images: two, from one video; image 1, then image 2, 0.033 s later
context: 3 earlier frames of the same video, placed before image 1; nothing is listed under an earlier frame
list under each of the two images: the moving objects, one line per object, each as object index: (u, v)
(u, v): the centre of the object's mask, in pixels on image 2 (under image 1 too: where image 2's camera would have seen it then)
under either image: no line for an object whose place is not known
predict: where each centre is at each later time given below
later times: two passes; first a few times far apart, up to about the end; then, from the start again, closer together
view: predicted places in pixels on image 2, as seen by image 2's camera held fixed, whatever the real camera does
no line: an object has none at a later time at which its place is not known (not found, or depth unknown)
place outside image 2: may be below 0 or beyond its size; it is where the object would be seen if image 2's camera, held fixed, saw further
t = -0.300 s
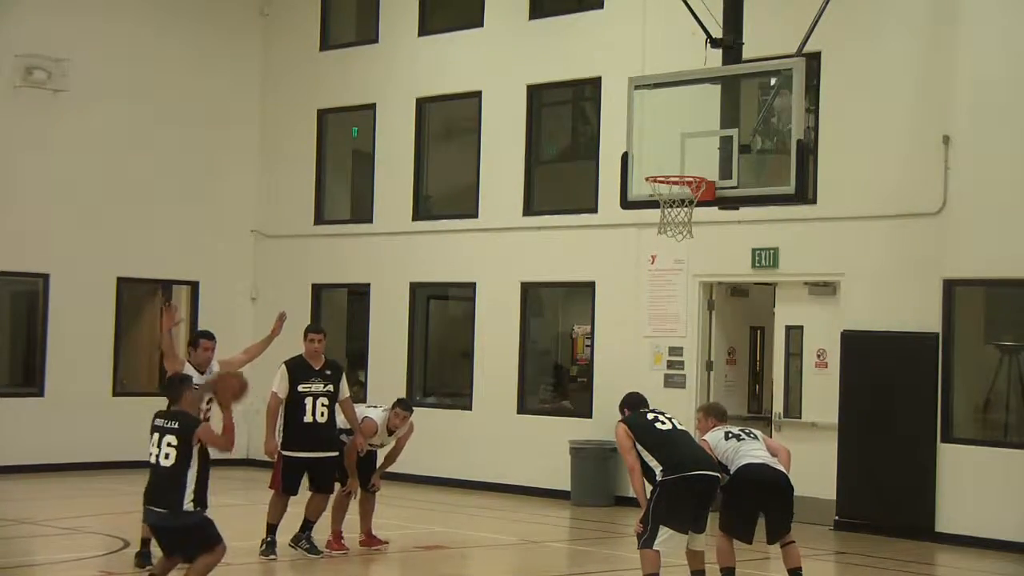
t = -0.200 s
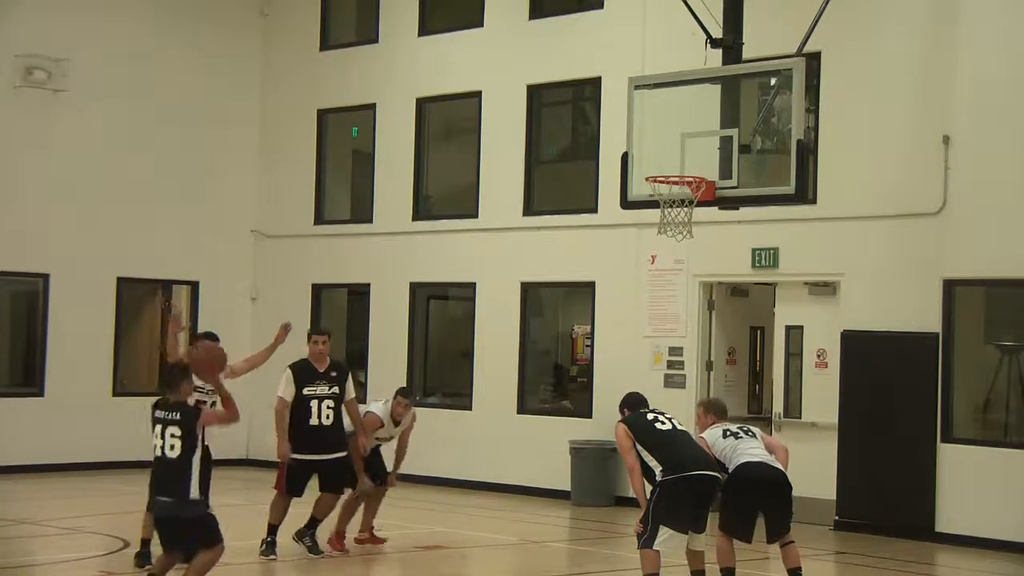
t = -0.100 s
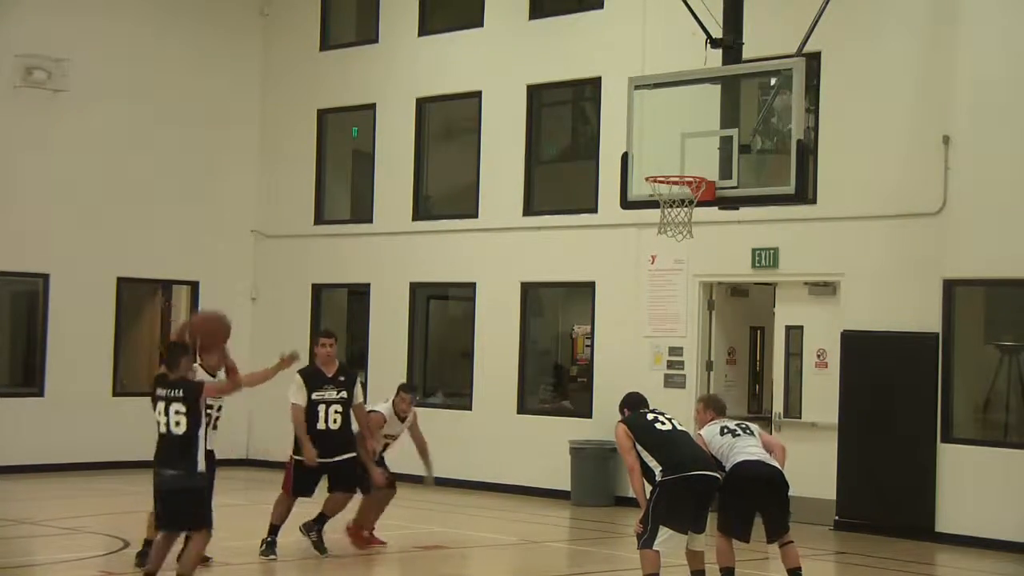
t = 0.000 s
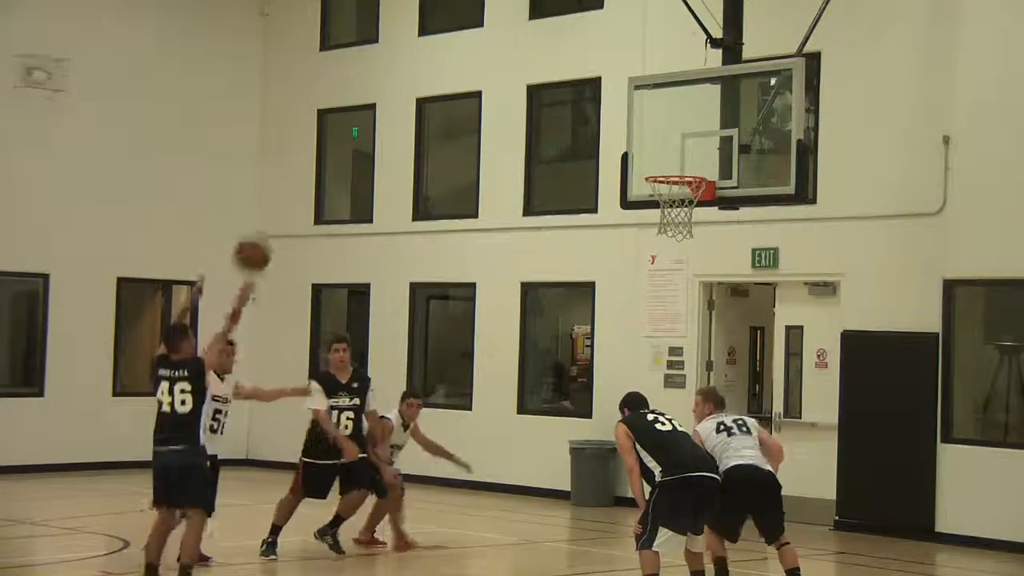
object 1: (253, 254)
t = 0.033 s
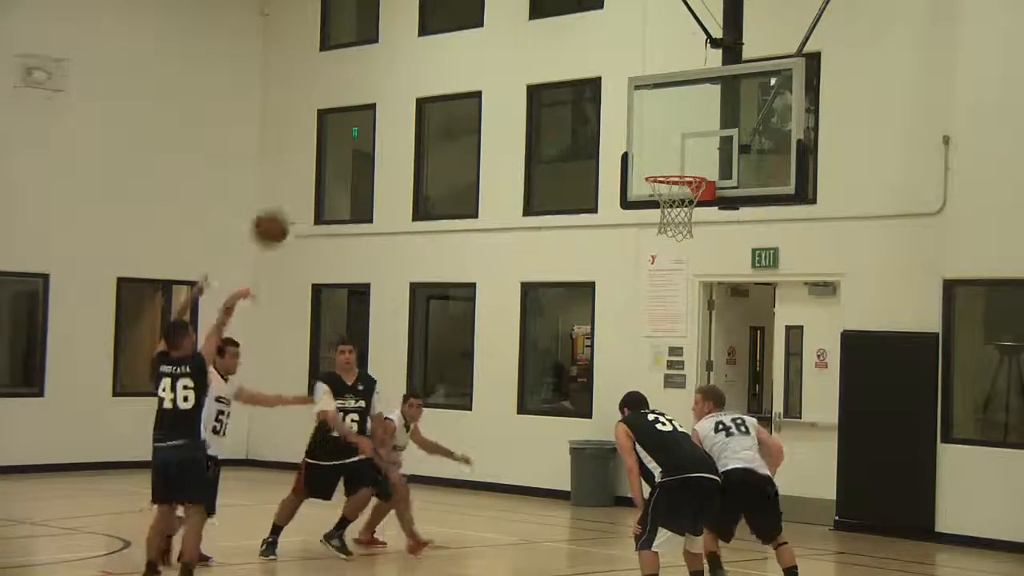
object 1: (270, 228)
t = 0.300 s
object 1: (402, 80)
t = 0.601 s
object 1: (530, 44)
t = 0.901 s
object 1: (639, 122)
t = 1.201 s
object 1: (696, 129)
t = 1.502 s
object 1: (700, 111)
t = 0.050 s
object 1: (279, 215)
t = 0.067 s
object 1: (288, 202)
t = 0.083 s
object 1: (296, 191)
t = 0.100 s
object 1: (305, 179)
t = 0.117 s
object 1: (313, 168)
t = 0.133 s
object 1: (319, 162)
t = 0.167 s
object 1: (339, 140)
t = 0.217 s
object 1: (366, 113)
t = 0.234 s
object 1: (372, 105)
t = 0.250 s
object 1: (379, 98)
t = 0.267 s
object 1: (387, 93)
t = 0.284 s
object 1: (394, 86)
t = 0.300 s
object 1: (402, 80)
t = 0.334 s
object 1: (417, 70)
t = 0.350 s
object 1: (425, 65)
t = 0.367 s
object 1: (432, 61)
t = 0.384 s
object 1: (440, 57)
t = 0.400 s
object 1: (447, 54)
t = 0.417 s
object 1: (454, 51)
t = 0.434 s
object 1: (462, 48)
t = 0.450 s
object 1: (469, 46)
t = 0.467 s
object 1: (476, 44)
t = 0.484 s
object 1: (483, 43)
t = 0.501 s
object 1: (490, 42)
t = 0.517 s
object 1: (496, 41)
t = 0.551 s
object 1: (510, 41)
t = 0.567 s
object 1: (517, 42)
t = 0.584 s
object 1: (524, 43)
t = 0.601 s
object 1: (530, 44)
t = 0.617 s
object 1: (536, 45)
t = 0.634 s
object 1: (543, 47)
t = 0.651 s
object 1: (549, 49)
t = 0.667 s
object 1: (556, 52)
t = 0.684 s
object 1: (562, 55)
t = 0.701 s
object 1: (568, 58)
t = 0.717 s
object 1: (574, 62)
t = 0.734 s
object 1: (580, 65)
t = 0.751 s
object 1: (586, 68)
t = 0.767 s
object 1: (593, 72)
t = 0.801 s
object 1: (605, 83)
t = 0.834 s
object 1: (616, 96)
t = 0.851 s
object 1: (622, 102)
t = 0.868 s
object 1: (628, 109)
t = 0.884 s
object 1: (633, 115)
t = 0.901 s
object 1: (639, 122)
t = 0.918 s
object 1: (644, 129)
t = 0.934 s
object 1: (650, 137)
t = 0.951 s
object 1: (656, 145)
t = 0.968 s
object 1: (661, 153)
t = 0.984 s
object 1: (666, 161)
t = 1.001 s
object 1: (671, 168)
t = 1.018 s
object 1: (676, 169)
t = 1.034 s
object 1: (680, 168)
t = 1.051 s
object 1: (685, 167)
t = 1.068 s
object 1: (689, 166)
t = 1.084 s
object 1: (692, 165)
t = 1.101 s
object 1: (693, 159)
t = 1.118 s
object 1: (694, 153)
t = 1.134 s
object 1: (694, 147)
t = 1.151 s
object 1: (694, 142)
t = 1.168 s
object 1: (694, 137)
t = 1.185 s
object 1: (695, 133)
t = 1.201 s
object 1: (696, 129)
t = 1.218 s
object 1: (696, 125)
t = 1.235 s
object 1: (696, 121)
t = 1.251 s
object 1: (697, 118)
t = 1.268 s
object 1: (697, 115)
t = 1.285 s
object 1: (697, 113)
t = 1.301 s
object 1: (697, 111)
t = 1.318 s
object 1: (698, 109)
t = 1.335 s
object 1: (698, 107)
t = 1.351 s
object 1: (698, 106)
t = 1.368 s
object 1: (698, 105)
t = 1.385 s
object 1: (699, 105)
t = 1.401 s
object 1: (699, 105)
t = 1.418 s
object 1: (700, 105)
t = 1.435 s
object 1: (700, 105)
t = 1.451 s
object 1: (700, 106)
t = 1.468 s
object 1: (700, 107)
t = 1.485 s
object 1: (700, 109)
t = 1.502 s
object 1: (700, 111)
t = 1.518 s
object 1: (700, 114)
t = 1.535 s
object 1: (701, 116)
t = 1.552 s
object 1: (701, 119)
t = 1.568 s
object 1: (701, 123)
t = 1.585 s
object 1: (701, 127)
